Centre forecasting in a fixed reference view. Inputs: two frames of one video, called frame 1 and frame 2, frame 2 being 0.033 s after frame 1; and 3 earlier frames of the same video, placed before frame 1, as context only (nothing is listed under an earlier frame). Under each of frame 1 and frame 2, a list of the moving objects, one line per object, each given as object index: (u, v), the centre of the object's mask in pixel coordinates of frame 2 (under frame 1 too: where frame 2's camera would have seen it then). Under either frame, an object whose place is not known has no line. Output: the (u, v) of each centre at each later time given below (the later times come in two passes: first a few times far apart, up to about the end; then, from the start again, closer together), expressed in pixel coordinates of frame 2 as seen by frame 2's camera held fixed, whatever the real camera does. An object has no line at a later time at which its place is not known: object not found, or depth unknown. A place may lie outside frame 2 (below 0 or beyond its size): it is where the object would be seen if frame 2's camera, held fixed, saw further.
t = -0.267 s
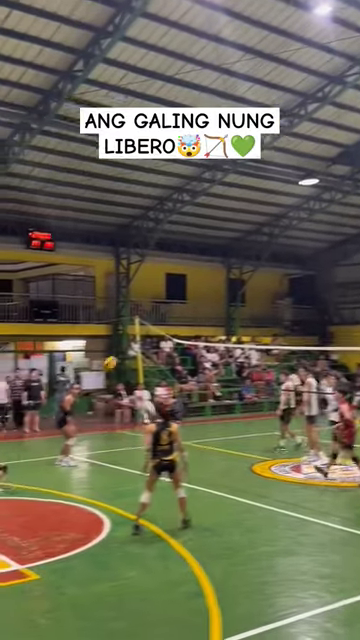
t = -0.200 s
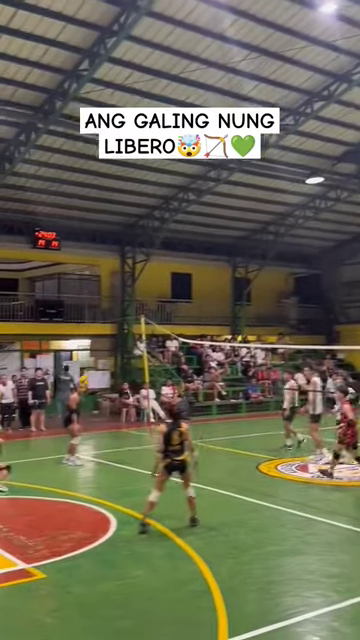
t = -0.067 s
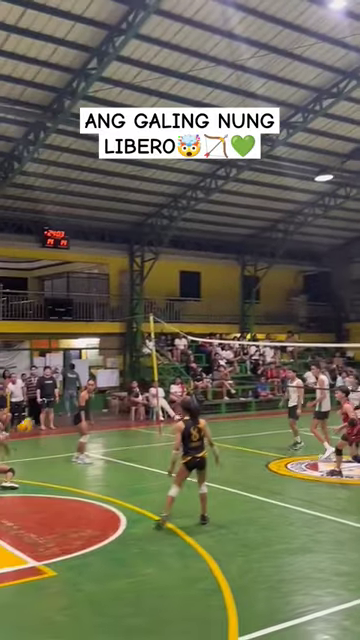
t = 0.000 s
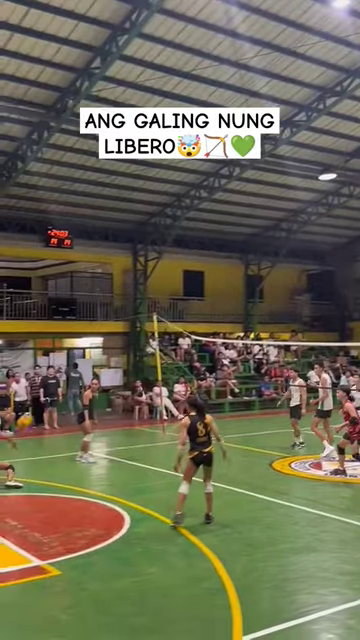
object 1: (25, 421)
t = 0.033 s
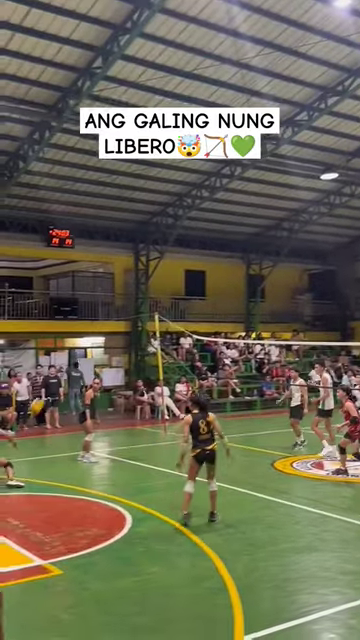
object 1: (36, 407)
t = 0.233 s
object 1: (91, 335)
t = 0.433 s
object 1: (143, 294)
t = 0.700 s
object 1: (209, 272)
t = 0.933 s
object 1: (264, 284)
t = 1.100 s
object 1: (304, 310)
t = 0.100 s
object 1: (54, 382)
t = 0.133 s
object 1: (65, 367)
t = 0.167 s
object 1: (72, 359)
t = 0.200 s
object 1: (81, 348)
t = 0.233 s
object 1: (91, 335)
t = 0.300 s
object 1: (109, 318)
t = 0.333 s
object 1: (117, 312)
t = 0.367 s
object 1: (126, 305)
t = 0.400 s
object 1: (134, 299)
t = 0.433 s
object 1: (143, 294)
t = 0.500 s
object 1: (160, 284)
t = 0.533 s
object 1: (168, 281)
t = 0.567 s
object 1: (176, 278)
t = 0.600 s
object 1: (184, 276)
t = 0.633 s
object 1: (192, 274)
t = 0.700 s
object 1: (209, 272)
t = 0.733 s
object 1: (216, 272)
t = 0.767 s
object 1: (225, 273)
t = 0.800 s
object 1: (233, 274)
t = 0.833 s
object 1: (241, 275)
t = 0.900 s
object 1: (256, 281)
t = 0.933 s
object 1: (264, 284)
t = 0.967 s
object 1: (272, 288)
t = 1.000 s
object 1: (279, 293)
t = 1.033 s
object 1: (287, 298)
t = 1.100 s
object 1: (304, 310)
